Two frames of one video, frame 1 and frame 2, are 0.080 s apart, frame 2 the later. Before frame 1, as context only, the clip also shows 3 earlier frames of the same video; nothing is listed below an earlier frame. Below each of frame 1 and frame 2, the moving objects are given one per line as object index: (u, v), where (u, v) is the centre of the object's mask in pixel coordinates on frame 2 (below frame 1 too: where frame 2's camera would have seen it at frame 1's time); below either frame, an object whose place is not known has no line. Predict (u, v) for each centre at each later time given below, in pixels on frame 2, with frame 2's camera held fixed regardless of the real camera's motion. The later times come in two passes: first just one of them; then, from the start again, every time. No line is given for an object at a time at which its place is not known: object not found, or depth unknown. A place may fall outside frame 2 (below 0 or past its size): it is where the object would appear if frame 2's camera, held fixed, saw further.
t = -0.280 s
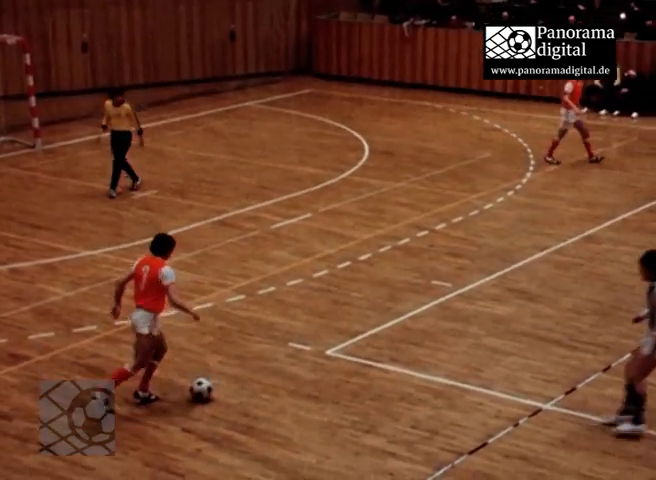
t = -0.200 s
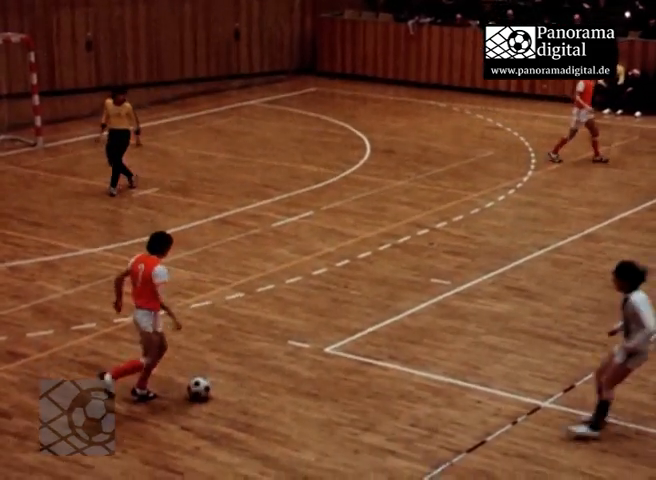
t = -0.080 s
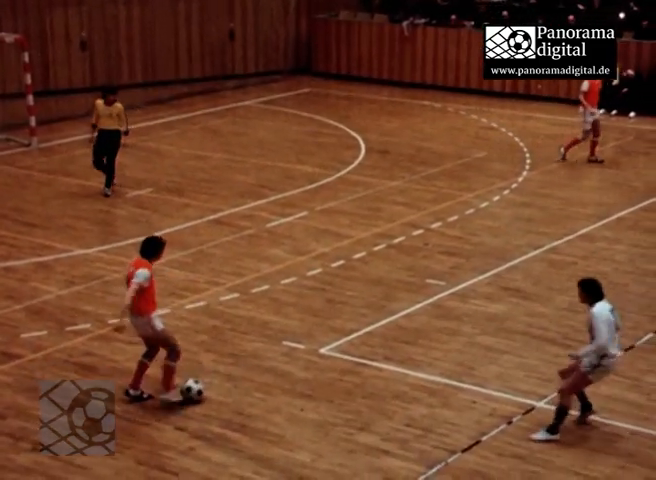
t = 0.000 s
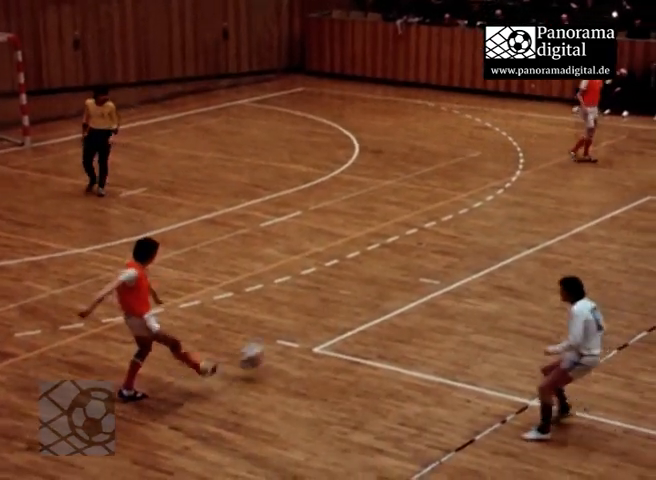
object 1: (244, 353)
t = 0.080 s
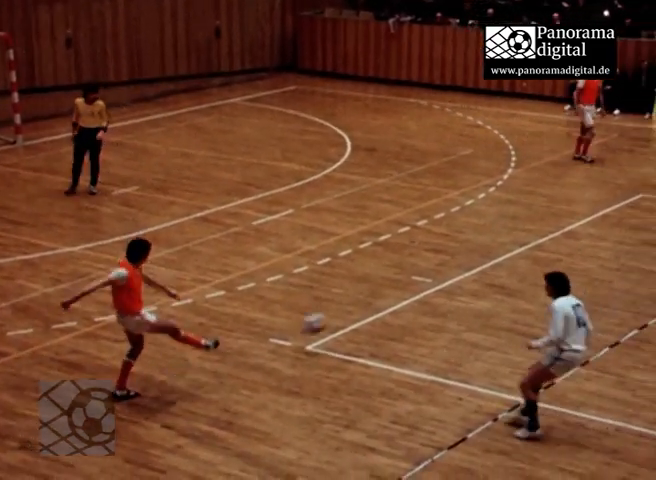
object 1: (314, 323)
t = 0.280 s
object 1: (456, 277)
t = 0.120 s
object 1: (346, 310)
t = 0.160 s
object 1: (376, 301)
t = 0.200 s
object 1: (404, 291)
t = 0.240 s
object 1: (431, 284)
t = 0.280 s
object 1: (456, 277)
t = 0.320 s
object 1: (480, 272)
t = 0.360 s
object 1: (502, 269)
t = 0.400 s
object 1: (524, 269)
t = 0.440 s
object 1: (543, 263)
